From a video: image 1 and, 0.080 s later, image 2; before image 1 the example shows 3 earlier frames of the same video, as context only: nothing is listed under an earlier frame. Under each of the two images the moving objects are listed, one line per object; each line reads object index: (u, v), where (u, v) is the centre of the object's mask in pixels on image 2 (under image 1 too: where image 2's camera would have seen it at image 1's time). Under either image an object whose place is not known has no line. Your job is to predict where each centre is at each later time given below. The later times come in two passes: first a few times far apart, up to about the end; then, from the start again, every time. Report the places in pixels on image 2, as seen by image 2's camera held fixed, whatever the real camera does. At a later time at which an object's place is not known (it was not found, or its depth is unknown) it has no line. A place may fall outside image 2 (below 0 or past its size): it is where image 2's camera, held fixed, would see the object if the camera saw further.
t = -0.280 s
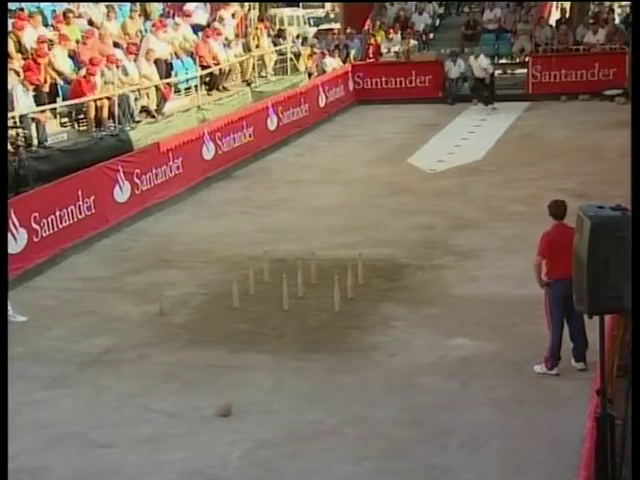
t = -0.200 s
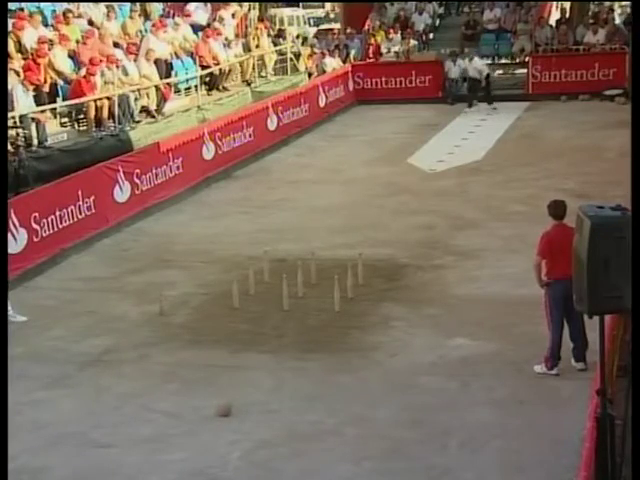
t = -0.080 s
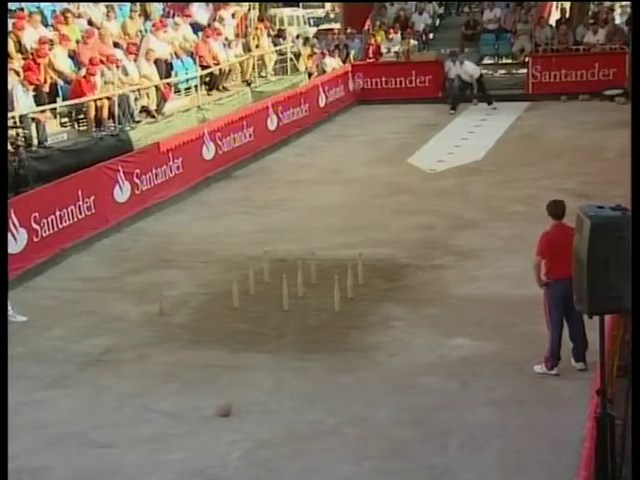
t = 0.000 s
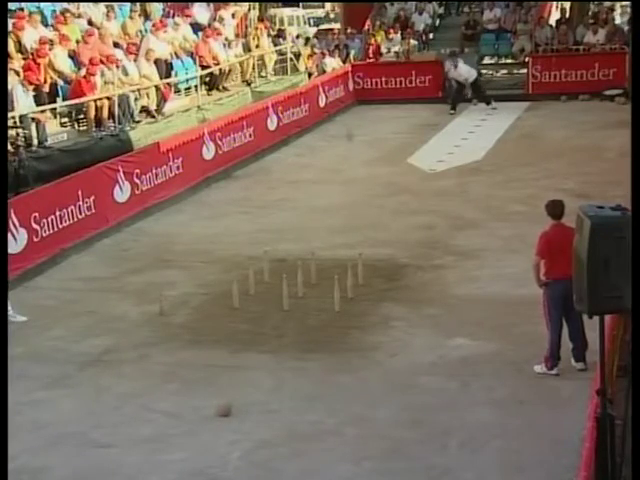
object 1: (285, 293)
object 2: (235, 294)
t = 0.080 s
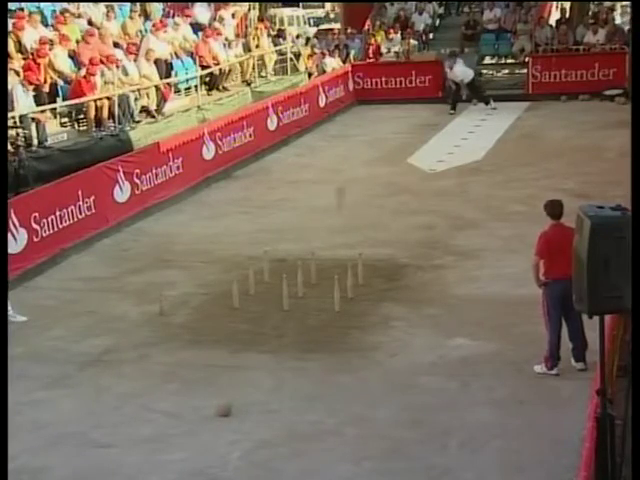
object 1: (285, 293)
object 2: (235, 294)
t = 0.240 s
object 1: (285, 293)
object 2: (235, 294)
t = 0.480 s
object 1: (284, 291)
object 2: (236, 294)
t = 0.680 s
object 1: (246, 310)
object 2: (226, 304)
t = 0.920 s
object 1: (227, 327)
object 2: (214, 311)
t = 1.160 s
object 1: (212, 328)
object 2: (204, 314)
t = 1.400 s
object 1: (197, 336)
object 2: (195, 315)
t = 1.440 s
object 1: (195, 336)
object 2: (194, 315)
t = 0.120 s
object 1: (285, 293)
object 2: (235, 294)
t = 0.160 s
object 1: (285, 293)
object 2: (235, 294)
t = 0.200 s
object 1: (285, 293)
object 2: (235, 294)
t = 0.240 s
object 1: (285, 293)
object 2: (235, 294)
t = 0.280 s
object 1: (285, 293)
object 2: (235, 294)
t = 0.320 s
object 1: (285, 293)
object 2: (235, 294)
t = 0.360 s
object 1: (285, 293)
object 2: (235, 294)
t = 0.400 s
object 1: (285, 293)
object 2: (235, 294)
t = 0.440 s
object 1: (285, 293)
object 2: (236, 294)
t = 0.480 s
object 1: (284, 291)
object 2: (236, 294)
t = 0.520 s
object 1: (273, 298)
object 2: (235, 294)
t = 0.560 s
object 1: (266, 302)
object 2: (235, 294)
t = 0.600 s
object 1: (257, 306)
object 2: (233, 295)
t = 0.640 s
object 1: (251, 308)
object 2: (230, 298)
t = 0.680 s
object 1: (246, 310)
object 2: (226, 304)
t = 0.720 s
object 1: (244, 308)
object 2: (222, 307)
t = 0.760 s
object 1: (239, 310)
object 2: (220, 306)
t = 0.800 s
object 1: (236, 312)
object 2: (219, 307)
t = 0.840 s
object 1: (229, 320)
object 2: (218, 309)
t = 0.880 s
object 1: (227, 323)
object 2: (217, 310)
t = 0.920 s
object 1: (227, 327)
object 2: (214, 311)
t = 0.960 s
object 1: (223, 329)
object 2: (211, 311)
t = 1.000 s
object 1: (221, 329)
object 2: (208, 311)
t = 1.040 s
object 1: (217, 325)
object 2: (207, 312)
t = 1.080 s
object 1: (218, 330)
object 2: (207, 313)
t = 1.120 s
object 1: (214, 328)
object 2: (206, 313)
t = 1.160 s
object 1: (212, 328)
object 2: (204, 314)
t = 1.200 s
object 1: (210, 333)
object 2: (203, 314)
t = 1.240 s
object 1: (207, 335)
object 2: (200, 314)
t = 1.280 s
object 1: (205, 335)
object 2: (199, 314)
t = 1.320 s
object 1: (201, 336)
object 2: (197, 315)
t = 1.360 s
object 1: (208, 328)
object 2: (197, 315)
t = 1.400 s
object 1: (197, 336)
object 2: (195, 315)
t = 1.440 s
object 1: (195, 336)
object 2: (194, 315)
